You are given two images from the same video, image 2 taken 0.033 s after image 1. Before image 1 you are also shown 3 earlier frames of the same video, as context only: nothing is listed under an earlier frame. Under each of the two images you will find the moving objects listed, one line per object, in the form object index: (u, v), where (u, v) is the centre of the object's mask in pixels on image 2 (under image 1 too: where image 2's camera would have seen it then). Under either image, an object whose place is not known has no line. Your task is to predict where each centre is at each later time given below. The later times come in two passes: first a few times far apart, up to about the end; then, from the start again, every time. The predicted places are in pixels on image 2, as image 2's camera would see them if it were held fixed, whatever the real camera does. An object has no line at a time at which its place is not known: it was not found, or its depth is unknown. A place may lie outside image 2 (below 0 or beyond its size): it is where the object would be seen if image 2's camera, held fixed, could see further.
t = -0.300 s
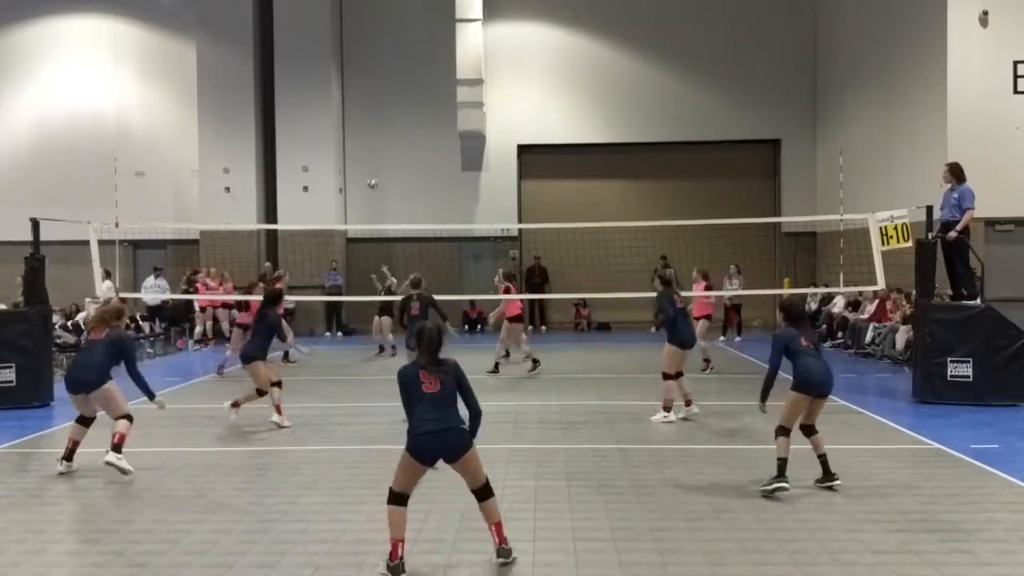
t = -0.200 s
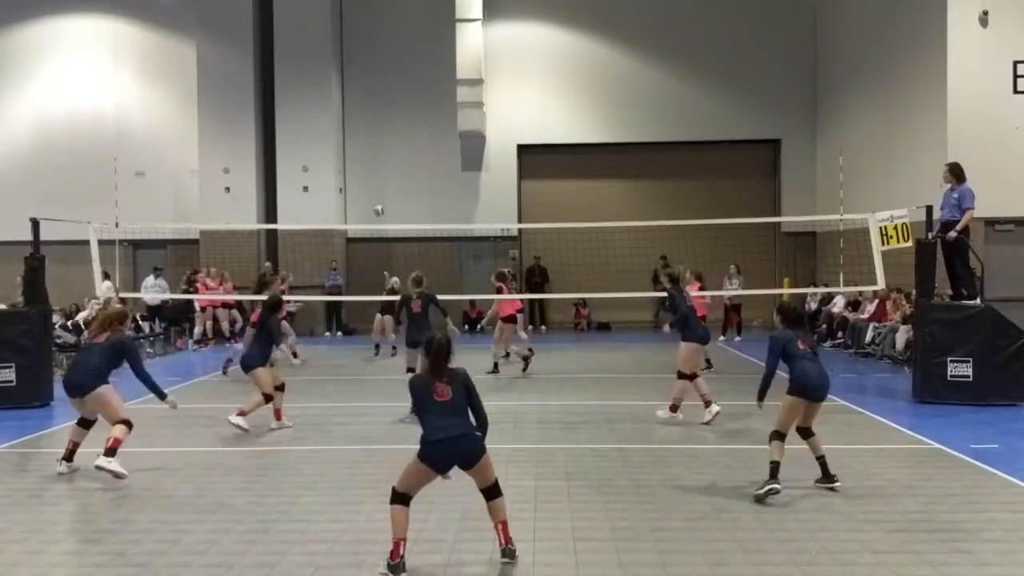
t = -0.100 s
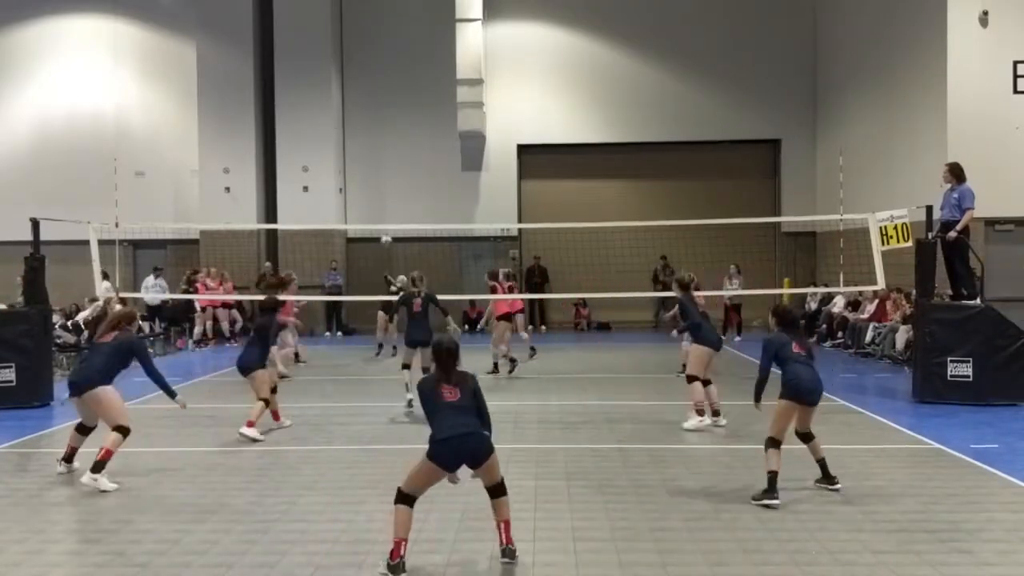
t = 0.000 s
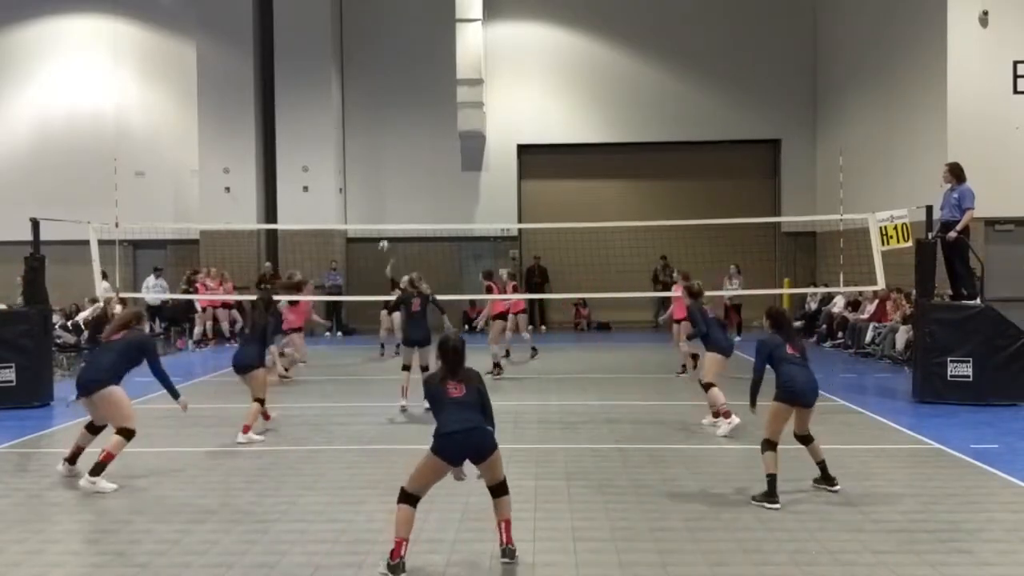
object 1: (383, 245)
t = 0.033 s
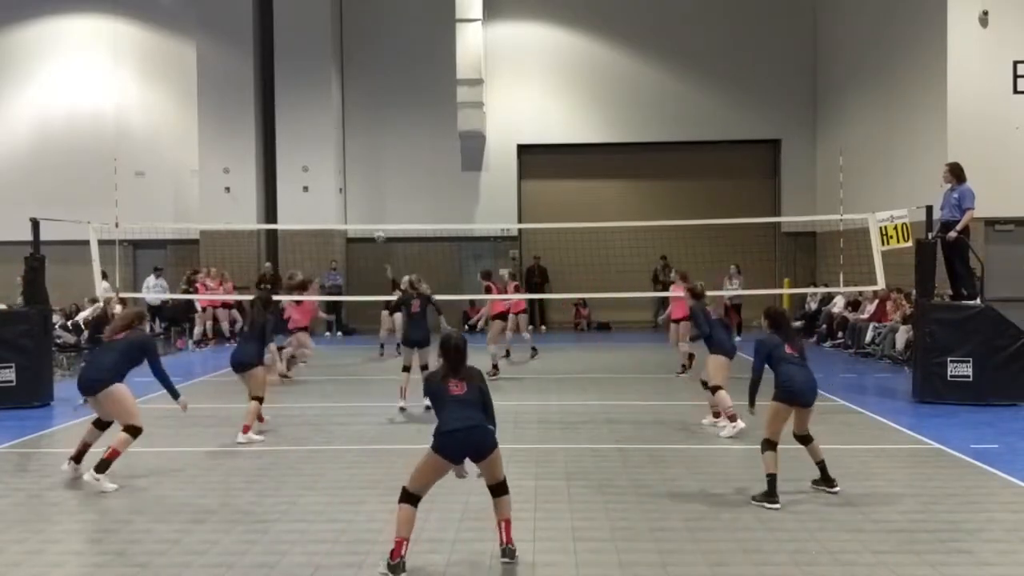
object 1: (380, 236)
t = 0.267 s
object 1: (343, 173)
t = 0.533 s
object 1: (288, 121)
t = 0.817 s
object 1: (200, 126)
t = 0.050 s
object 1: (377, 233)
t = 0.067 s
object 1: (374, 225)
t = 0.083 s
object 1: (373, 220)
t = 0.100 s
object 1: (370, 217)
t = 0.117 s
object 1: (368, 212)
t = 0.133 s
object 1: (365, 207)
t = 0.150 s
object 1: (362, 203)
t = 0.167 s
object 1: (359, 198)
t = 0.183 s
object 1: (357, 194)
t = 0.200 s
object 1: (355, 189)
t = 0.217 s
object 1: (351, 185)
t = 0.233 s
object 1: (349, 180)
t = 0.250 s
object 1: (346, 176)
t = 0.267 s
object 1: (343, 173)
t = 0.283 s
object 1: (339, 168)
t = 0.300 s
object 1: (337, 164)
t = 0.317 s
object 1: (334, 160)
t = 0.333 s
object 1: (331, 158)
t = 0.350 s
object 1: (327, 154)
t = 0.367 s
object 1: (324, 150)
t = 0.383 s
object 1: (321, 147)
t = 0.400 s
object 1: (318, 143)
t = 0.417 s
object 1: (314, 141)
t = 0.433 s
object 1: (311, 137)
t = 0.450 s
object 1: (307, 135)
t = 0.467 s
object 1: (304, 132)
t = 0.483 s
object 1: (300, 130)
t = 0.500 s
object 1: (296, 128)
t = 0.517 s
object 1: (292, 125)
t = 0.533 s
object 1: (288, 121)
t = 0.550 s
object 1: (285, 121)
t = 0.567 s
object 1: (279, 120)
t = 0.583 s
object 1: (275, 118)
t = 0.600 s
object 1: (271, 117)
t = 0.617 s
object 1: (266, 117)
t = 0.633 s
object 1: (262, 115)
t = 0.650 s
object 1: (256, 115)
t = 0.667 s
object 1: (252, 114)
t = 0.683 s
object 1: (246, 115)
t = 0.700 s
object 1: (240, 115)
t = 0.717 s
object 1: (236, 116)
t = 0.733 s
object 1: (230, 116)
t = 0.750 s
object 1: (224, 117)
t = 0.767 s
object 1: (218, 119)
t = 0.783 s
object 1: (212, 120)
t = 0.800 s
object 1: (207, 123)
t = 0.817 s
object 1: (200, 126)
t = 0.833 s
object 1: (193, 129)
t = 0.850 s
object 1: (187, 132)
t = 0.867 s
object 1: (180, 136)
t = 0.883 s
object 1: (172, 141)
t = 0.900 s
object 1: (165, 145)
